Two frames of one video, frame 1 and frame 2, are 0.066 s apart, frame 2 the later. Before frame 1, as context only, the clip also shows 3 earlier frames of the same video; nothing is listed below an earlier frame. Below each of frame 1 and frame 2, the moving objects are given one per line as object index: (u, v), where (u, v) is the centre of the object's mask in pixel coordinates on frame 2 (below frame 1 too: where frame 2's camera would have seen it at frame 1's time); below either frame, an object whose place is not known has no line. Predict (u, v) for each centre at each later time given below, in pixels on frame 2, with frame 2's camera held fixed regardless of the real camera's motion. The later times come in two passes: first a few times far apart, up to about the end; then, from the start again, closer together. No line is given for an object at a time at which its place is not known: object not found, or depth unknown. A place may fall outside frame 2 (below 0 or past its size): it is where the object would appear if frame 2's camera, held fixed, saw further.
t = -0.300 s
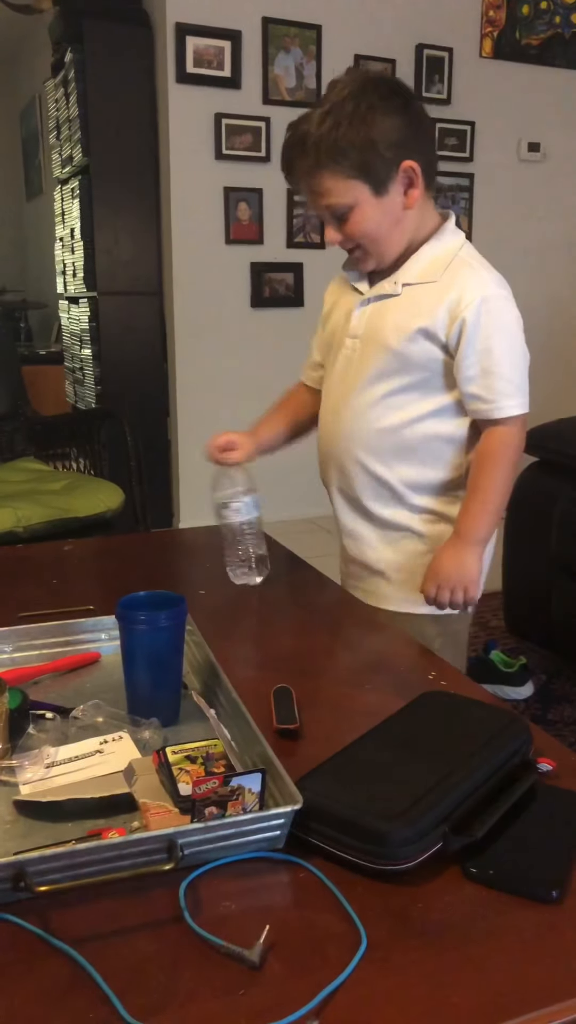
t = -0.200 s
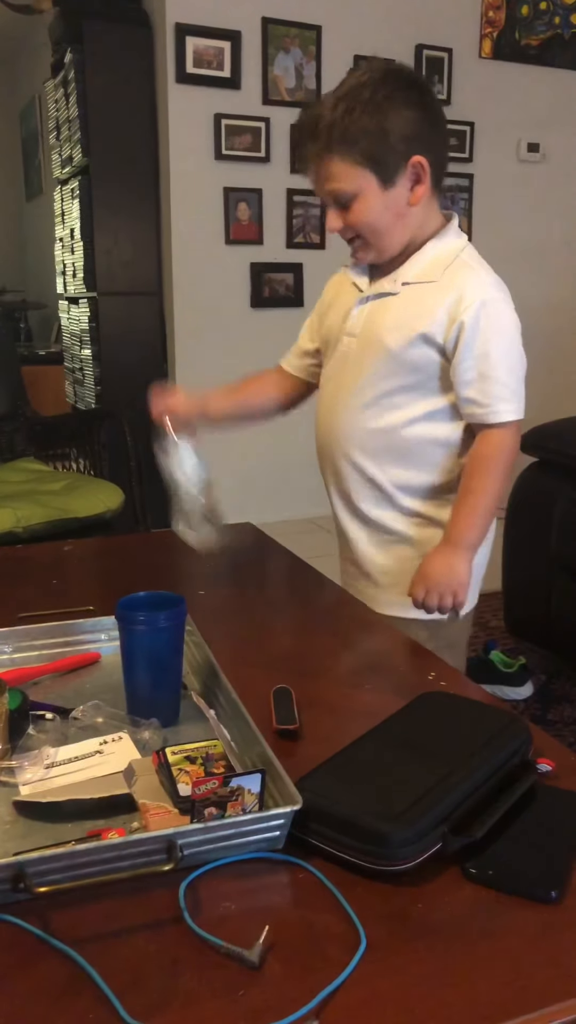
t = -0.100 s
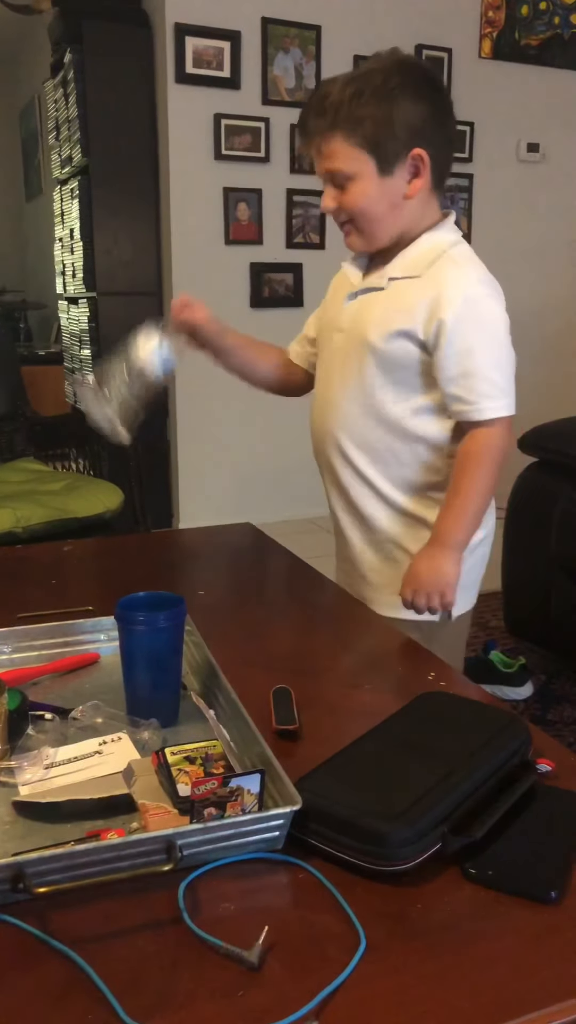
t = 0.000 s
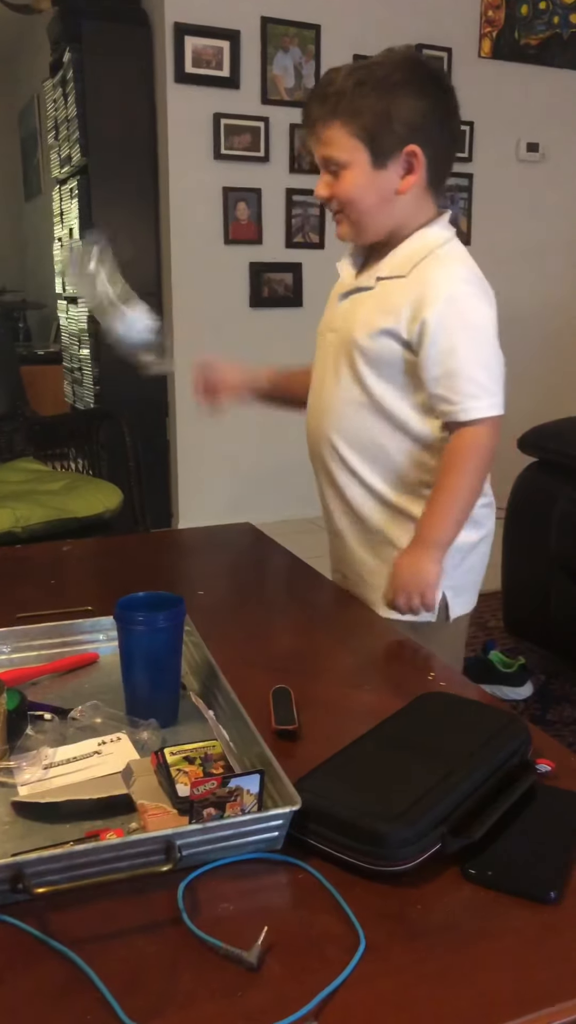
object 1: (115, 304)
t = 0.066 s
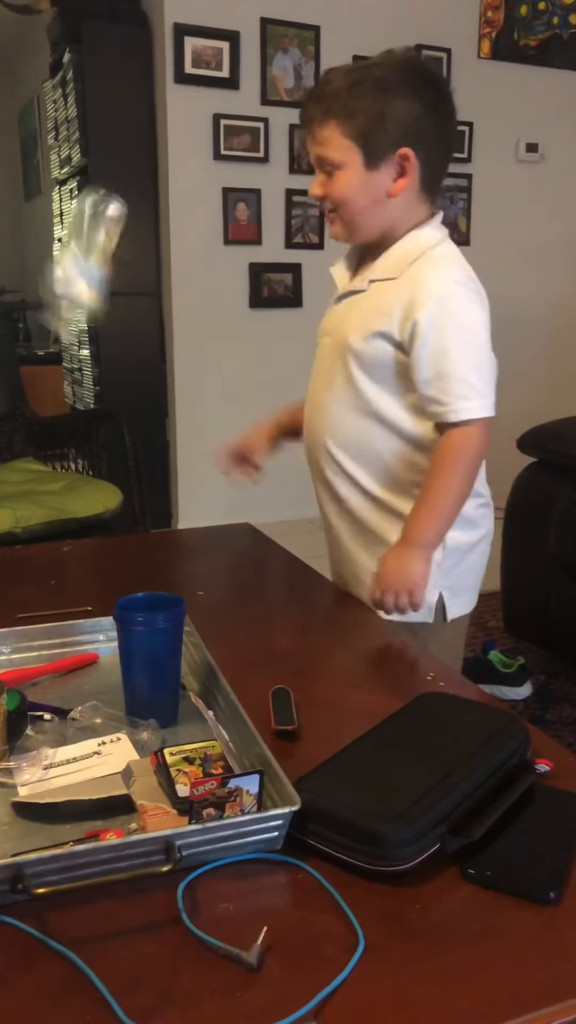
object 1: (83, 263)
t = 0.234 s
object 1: (91, 251)
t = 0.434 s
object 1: (135, 501)
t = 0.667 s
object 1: (128, 517)
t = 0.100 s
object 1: (74, 242)
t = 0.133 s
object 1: (72, 230)
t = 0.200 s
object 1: (83, 234)
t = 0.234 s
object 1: (91, 251)
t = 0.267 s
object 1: (98, 276)
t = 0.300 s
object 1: (107, 310)
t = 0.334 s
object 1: (116, 352)
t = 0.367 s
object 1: (123, 399)
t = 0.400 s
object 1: (128, 449)
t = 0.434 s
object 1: (135, 501)
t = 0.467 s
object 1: (137, 511)
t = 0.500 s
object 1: (137, 508)
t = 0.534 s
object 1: (137, 507)
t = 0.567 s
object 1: (136, 509)
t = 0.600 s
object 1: (133, 510)
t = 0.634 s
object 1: (130, 513)
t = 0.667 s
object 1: (128, 517)
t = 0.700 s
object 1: (130, 528)
